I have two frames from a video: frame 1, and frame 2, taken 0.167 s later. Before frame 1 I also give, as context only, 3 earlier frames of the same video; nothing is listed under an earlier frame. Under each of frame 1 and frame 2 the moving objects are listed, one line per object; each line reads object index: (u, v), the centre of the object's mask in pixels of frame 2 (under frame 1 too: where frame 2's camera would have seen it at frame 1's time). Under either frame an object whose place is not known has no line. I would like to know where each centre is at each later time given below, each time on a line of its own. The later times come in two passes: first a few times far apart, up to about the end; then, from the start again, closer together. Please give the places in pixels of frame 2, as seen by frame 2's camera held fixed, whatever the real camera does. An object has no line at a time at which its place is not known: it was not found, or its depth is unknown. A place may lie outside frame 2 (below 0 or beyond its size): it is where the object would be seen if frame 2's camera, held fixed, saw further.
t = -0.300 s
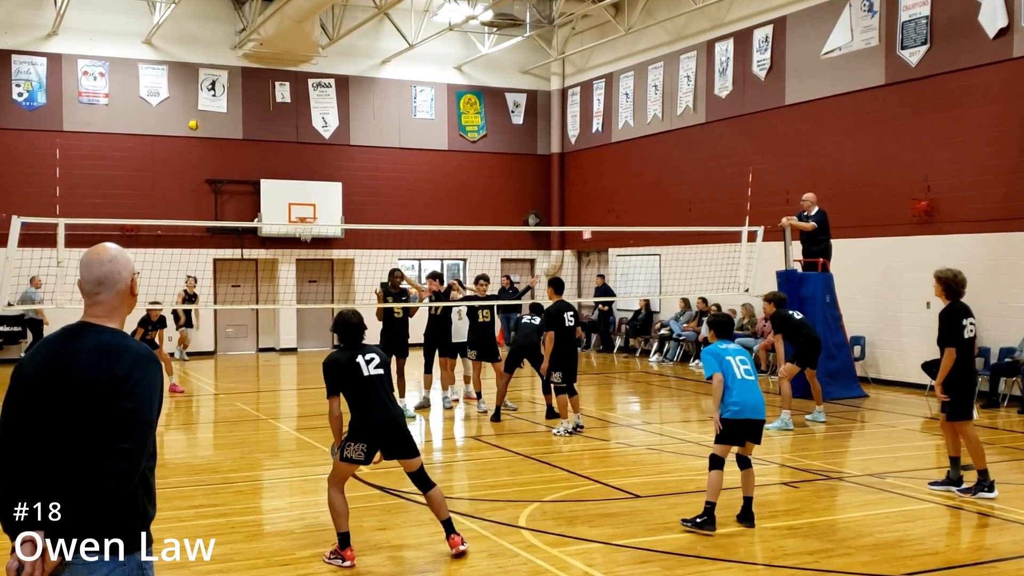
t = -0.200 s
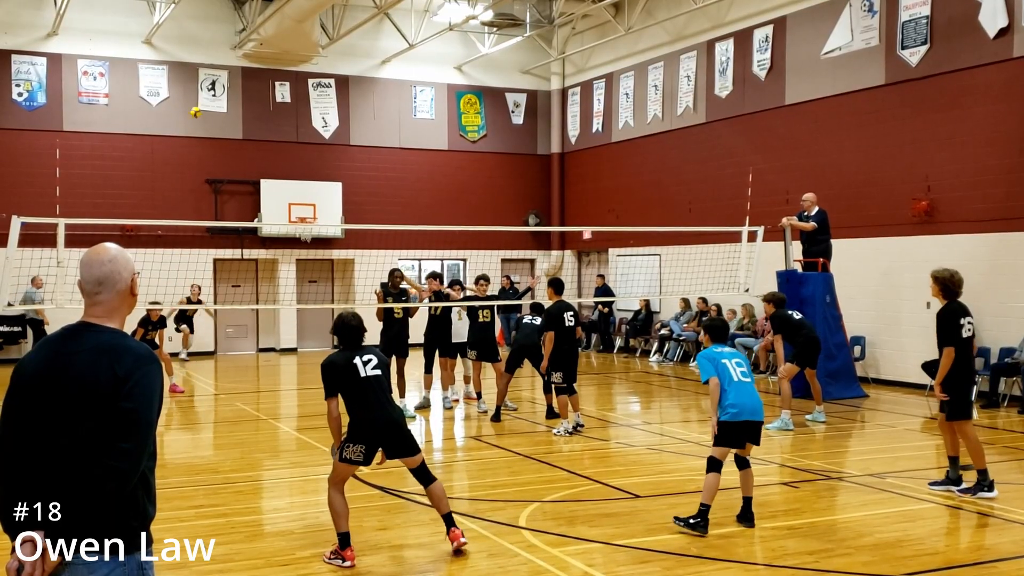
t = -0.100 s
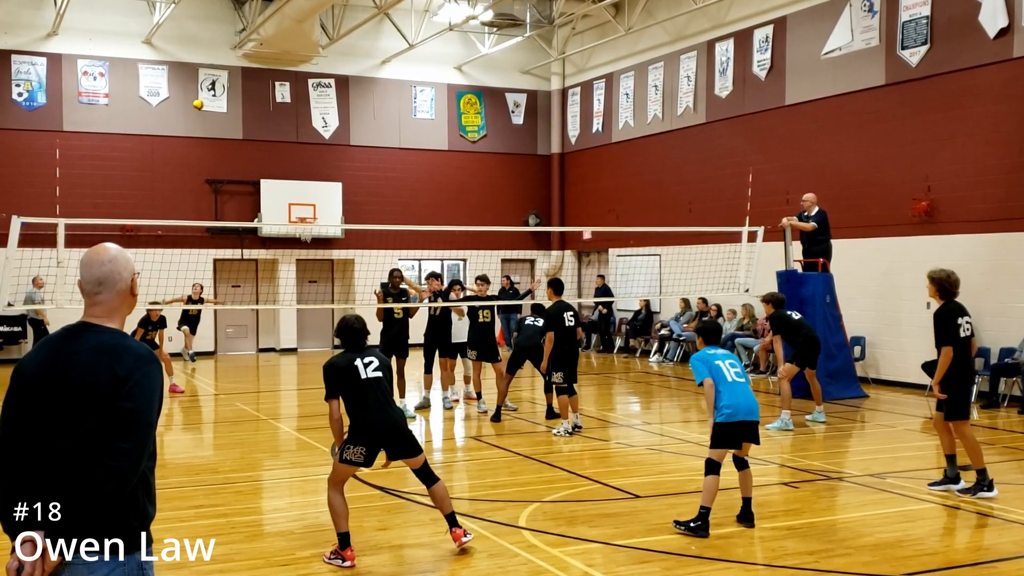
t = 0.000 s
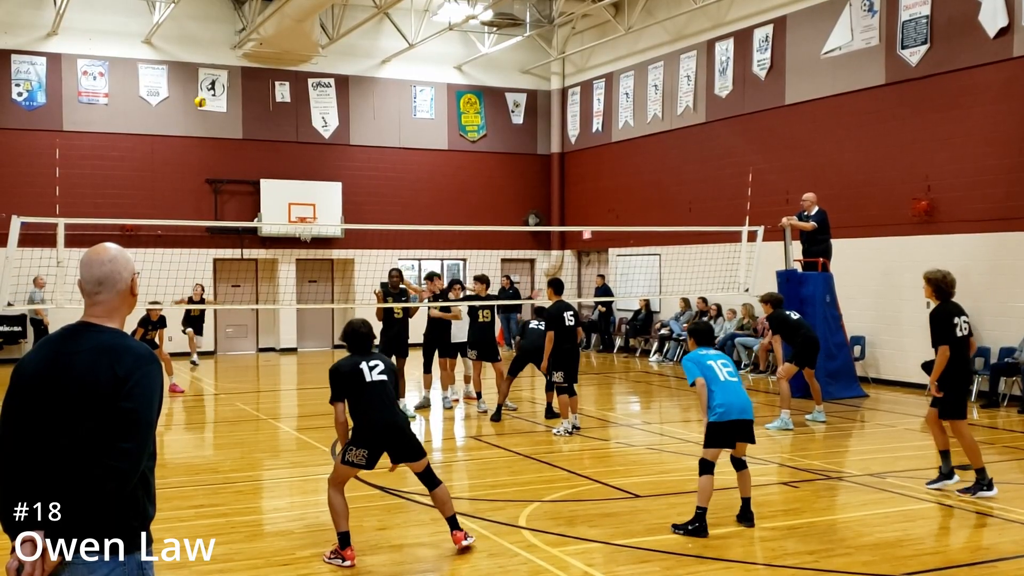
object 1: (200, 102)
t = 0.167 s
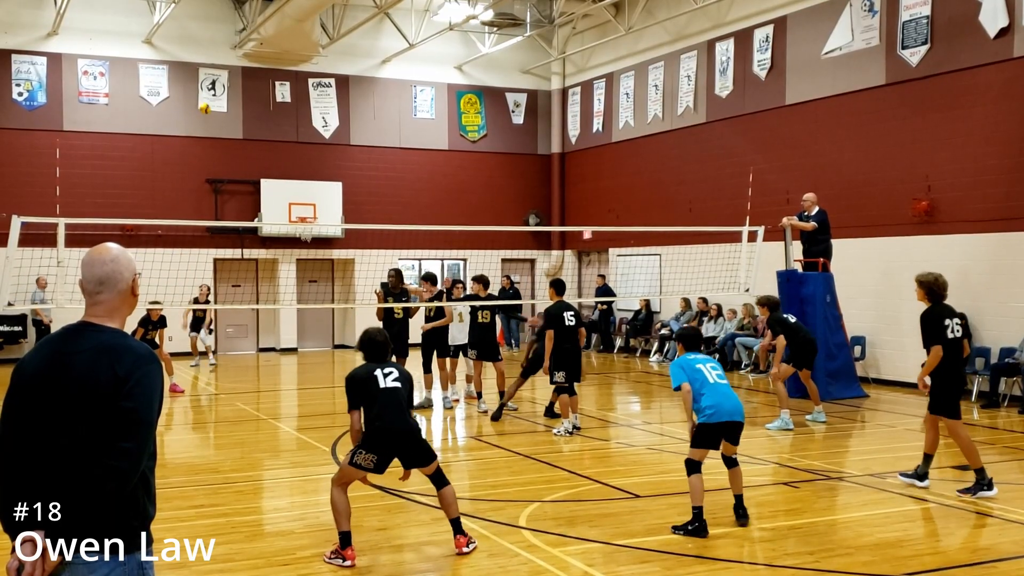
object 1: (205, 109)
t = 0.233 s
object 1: (206, 115)
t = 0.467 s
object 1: (213, 157)
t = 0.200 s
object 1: (205, 112)
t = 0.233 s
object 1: (206, 115)
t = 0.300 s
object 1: (208, 124)
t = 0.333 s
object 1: (208, 129)
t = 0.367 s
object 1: (210, 136)
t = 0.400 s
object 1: (211, 142)
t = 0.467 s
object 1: (213, 157)
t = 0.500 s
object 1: (213, 165)
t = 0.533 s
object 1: (215, 174)
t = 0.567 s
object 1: (215, 184)
